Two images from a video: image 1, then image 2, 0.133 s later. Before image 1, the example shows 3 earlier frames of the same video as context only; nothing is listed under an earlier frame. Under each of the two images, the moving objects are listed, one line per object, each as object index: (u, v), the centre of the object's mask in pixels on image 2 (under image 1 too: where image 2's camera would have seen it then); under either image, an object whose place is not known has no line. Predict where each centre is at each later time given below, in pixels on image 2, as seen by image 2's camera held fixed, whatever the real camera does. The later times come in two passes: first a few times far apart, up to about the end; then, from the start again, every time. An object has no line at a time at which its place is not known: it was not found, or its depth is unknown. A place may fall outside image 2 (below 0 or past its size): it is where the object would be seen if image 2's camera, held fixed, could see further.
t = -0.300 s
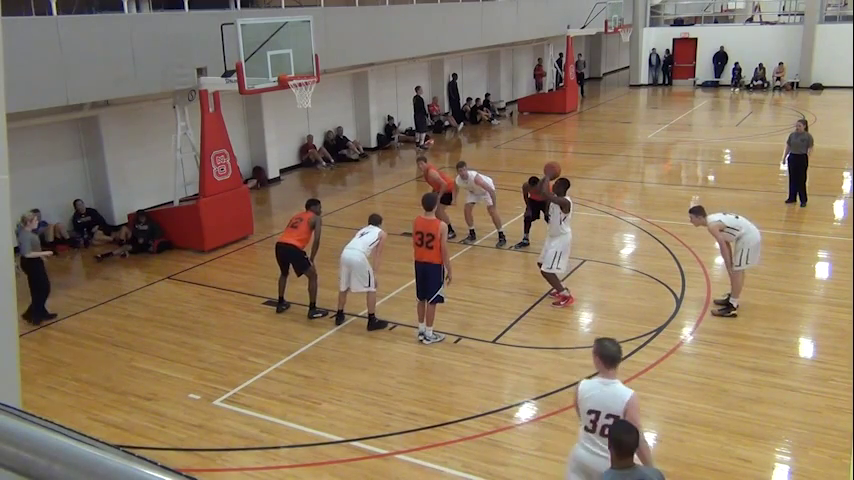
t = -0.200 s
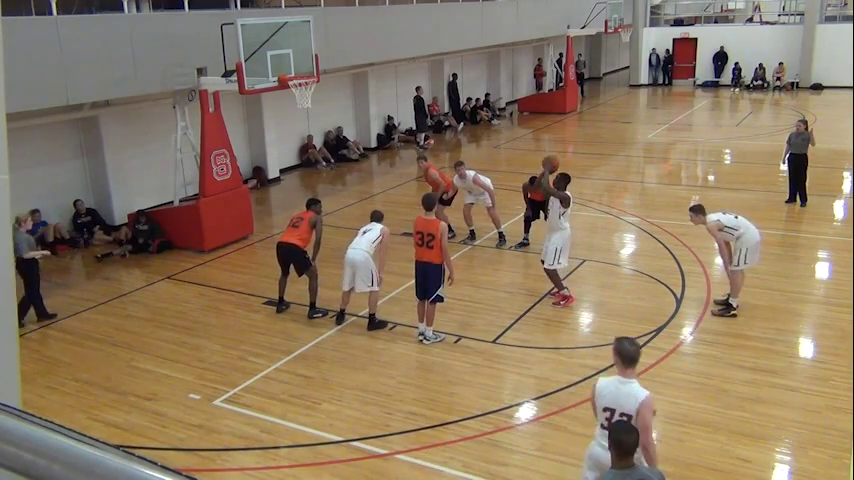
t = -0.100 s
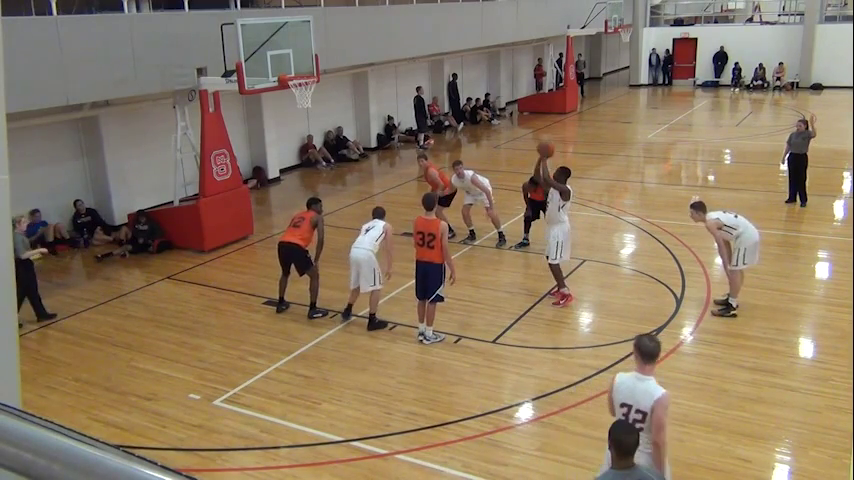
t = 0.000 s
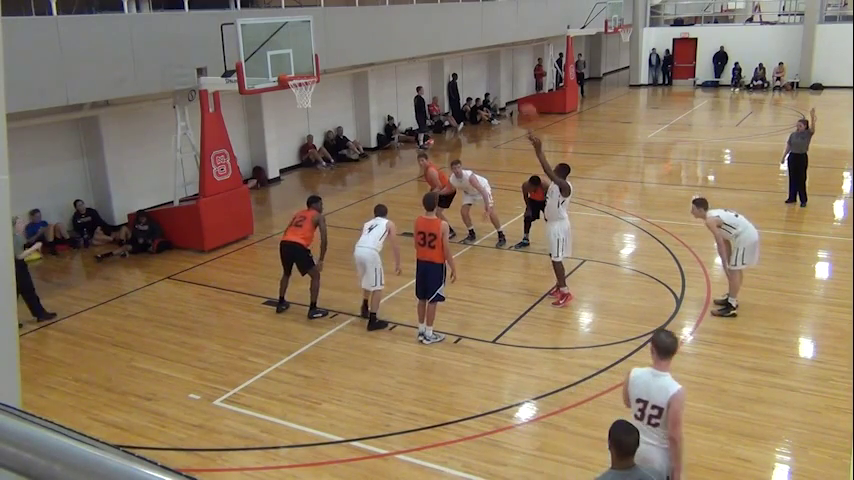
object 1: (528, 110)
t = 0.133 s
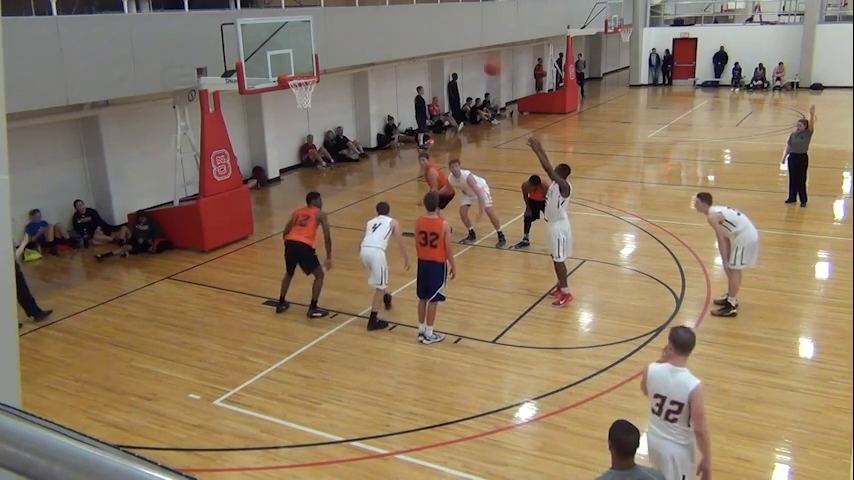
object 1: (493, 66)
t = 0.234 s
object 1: (466, 40)
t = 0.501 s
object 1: (400, 6)
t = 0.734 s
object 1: (349, 17)
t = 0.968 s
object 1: (305, 62)
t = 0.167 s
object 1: (484, 56)
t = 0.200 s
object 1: (474, 48)
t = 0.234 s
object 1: (466, 40)
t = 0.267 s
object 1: (457, 33)
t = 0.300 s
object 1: (449, 26)
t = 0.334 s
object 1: (441, 22)
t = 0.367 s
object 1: (432, 17)
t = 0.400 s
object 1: (424, 13)
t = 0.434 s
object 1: (416, 10)
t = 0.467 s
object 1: (408, 7)
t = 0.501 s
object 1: (400, 6)
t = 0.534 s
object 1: (392, 6)
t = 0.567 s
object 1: (384, 6)
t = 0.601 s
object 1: (377, 7)
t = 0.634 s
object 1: (369, 8)
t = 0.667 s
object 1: (363, 12)
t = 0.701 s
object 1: (356, 14)
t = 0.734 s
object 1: (349, 17)
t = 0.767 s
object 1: (342, 23)
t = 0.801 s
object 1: (335, 27)
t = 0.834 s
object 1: (329, 33)
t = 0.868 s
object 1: (323, 39)
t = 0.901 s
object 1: (316, 47)
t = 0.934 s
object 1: (310, 55)
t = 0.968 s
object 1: (305, 62)
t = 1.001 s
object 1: (298, 71)
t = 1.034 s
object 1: (295, 78)
